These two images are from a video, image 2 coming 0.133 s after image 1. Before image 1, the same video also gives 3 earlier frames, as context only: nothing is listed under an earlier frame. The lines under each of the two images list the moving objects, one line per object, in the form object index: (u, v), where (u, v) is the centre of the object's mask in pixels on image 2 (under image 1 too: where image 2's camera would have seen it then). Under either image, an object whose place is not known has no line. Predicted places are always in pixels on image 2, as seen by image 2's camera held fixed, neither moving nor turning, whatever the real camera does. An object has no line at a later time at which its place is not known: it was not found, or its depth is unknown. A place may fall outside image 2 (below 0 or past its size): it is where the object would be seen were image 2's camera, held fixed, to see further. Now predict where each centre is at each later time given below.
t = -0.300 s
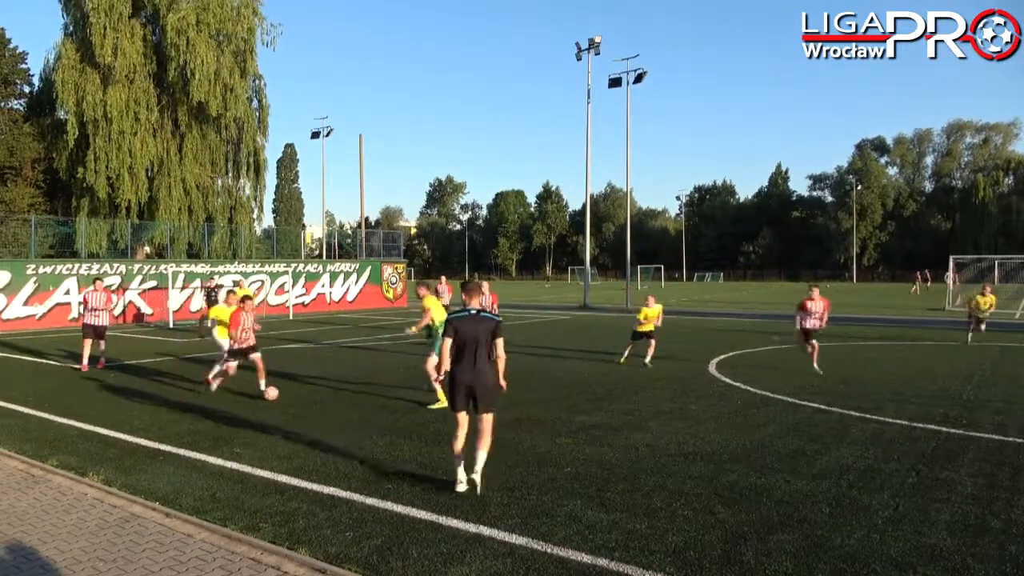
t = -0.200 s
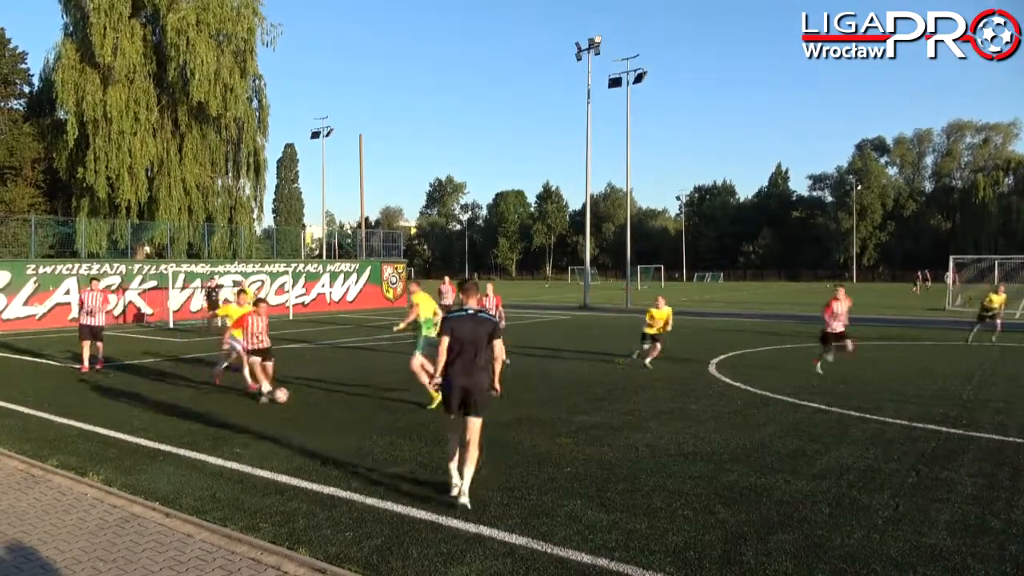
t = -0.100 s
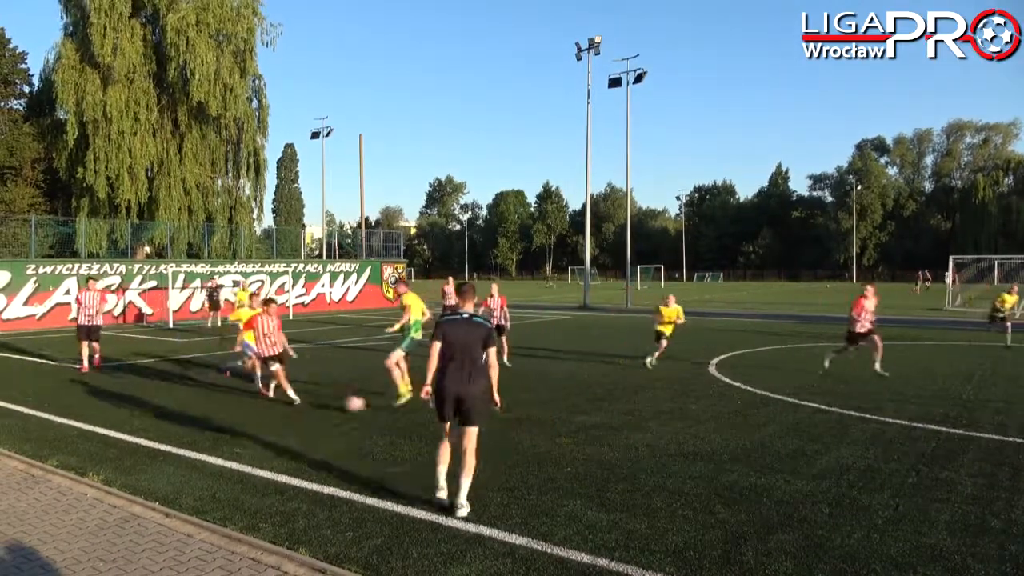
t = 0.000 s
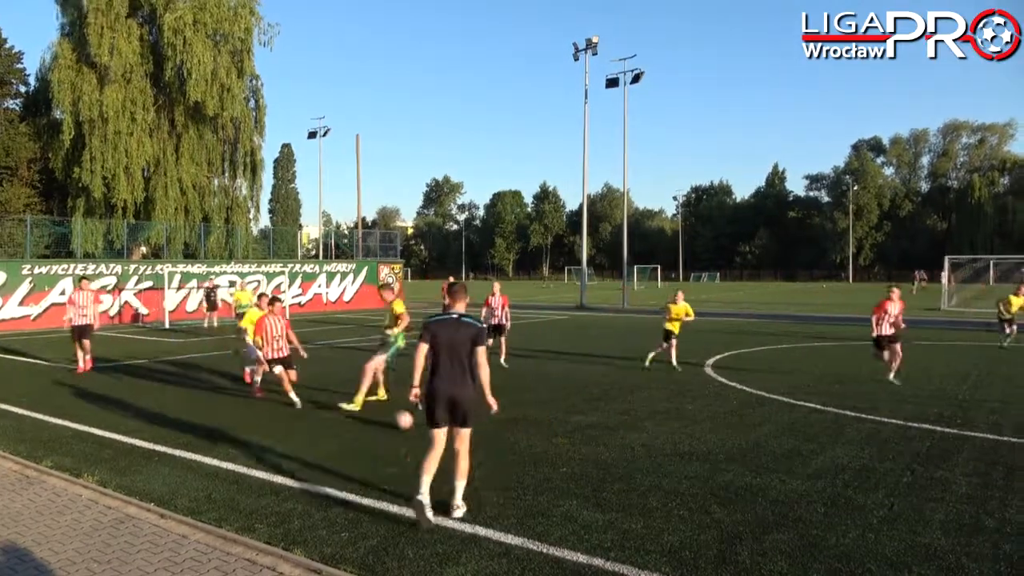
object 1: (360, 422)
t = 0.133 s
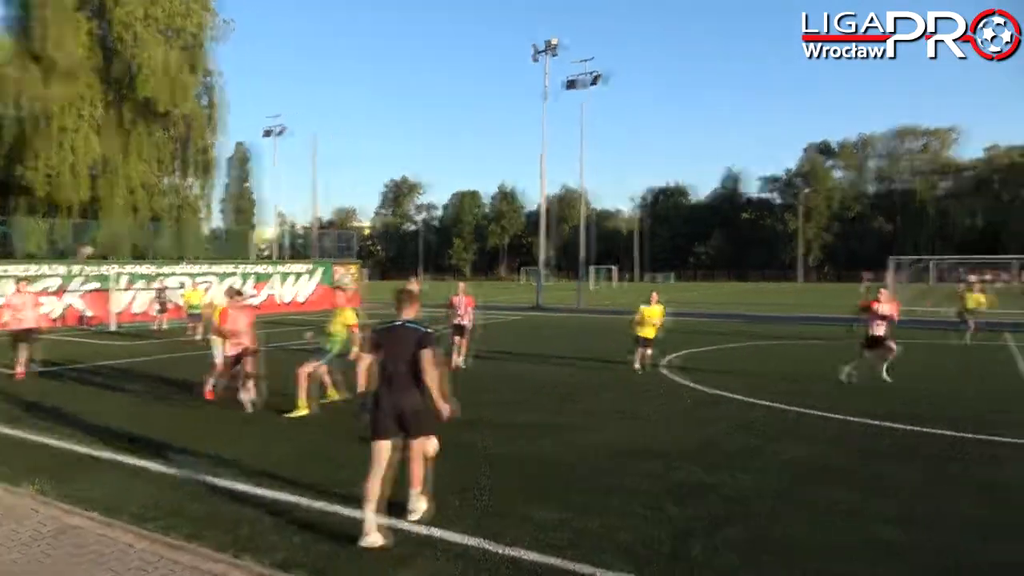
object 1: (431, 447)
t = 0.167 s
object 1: (446, 450)
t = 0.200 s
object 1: (461, 455)
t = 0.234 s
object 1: (484, 461)
